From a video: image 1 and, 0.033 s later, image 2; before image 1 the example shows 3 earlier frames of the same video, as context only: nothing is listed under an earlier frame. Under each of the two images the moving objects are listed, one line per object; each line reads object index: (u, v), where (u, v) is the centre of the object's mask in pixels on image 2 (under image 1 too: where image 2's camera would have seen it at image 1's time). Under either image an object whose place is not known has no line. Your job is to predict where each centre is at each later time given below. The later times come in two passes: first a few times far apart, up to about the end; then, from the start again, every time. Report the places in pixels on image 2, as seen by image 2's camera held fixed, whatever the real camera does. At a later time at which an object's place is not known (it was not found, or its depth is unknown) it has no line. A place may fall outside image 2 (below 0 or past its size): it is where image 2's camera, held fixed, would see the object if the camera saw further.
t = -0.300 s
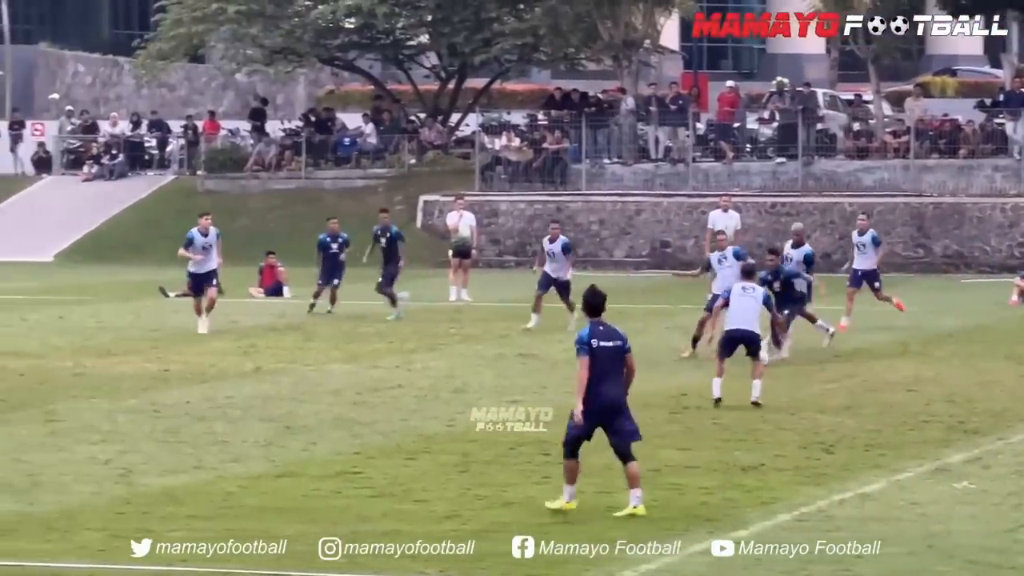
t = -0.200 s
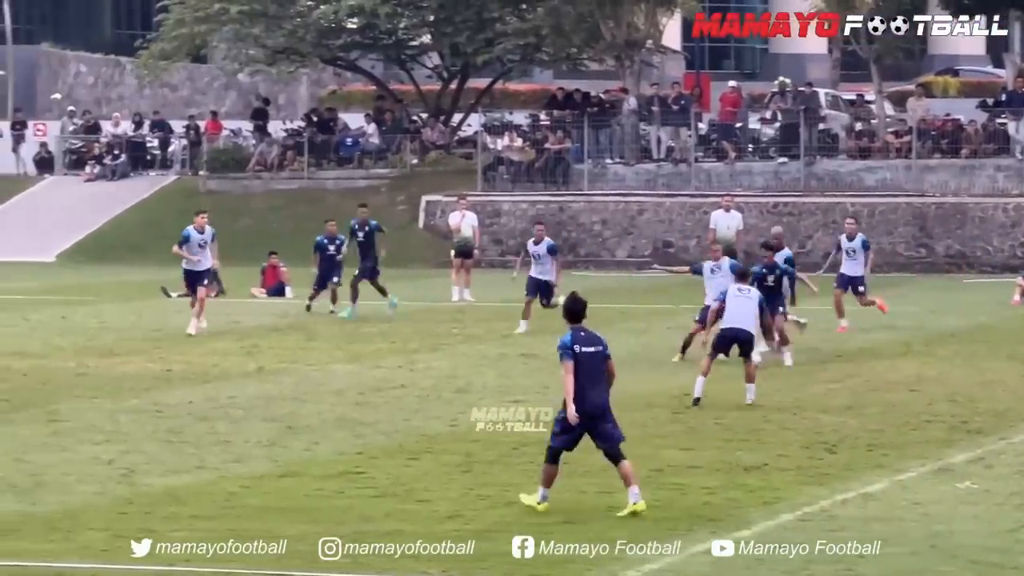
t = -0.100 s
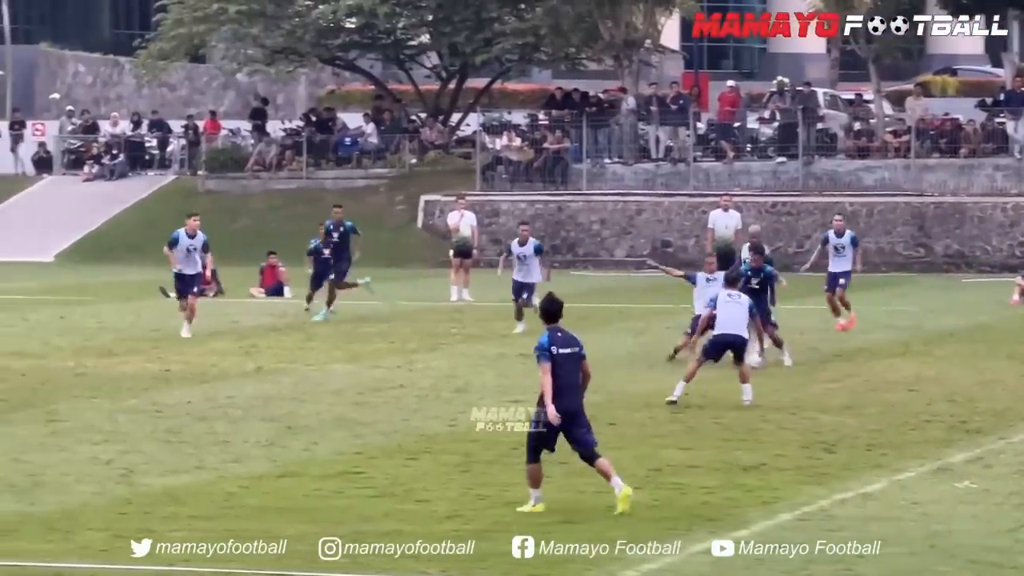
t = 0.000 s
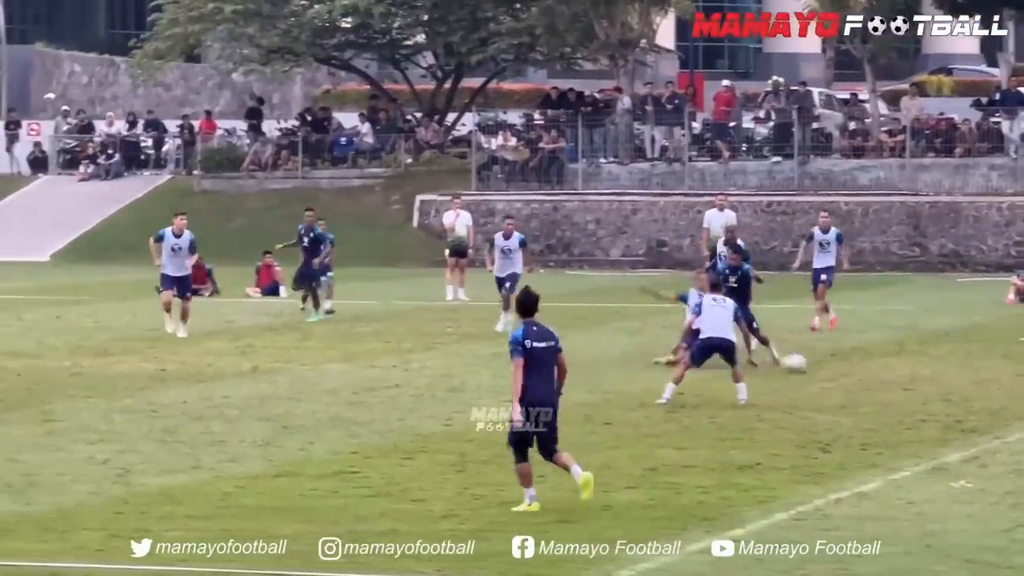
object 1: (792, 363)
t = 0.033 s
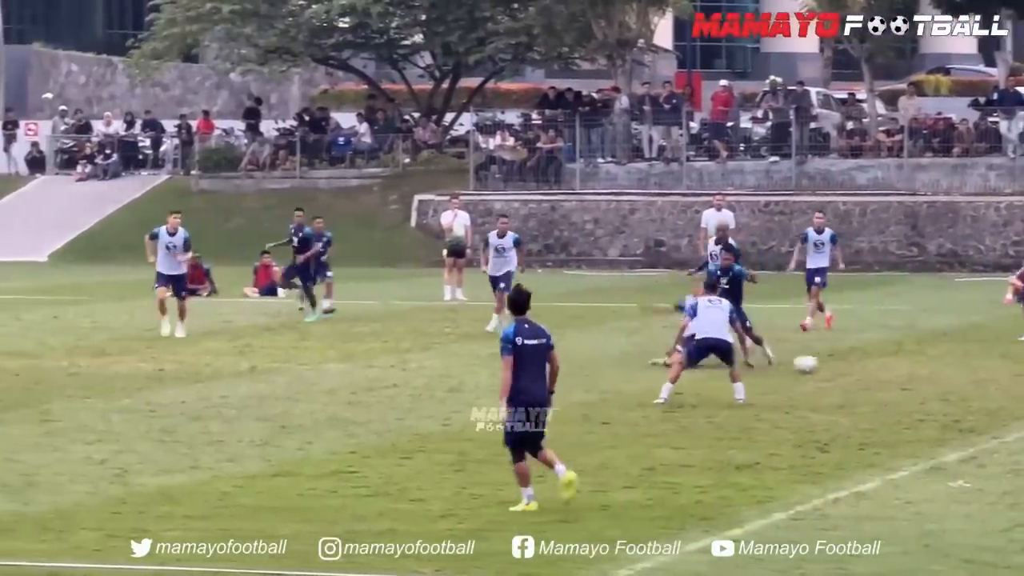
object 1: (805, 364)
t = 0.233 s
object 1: (880, 375)
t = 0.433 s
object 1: (944, 379)
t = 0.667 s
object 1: (1010, 388)
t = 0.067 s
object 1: (819, 366)
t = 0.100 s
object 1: (832, 367)
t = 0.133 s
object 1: (843, 369)
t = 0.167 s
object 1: (856, 370)
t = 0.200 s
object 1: (868, 372)
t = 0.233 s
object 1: (880, 375)
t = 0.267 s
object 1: (892, 378)
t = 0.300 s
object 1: (903, 377)
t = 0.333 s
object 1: (913, 376)
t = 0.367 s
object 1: (923, 376)
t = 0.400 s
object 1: (933, 377)
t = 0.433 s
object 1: (944, 379)
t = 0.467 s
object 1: (954, 382)
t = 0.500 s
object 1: (965, 386)
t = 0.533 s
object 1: (975, 386)
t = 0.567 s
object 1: (983, 384)
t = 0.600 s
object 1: (992, 384)
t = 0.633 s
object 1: (1001, 385)
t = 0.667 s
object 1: (1010, 388)
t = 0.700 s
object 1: (1019, 391)
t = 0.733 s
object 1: (1028, 394)
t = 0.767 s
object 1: (1037, 396)
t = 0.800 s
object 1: (1044, 397)
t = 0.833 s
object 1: (1054, 397)
